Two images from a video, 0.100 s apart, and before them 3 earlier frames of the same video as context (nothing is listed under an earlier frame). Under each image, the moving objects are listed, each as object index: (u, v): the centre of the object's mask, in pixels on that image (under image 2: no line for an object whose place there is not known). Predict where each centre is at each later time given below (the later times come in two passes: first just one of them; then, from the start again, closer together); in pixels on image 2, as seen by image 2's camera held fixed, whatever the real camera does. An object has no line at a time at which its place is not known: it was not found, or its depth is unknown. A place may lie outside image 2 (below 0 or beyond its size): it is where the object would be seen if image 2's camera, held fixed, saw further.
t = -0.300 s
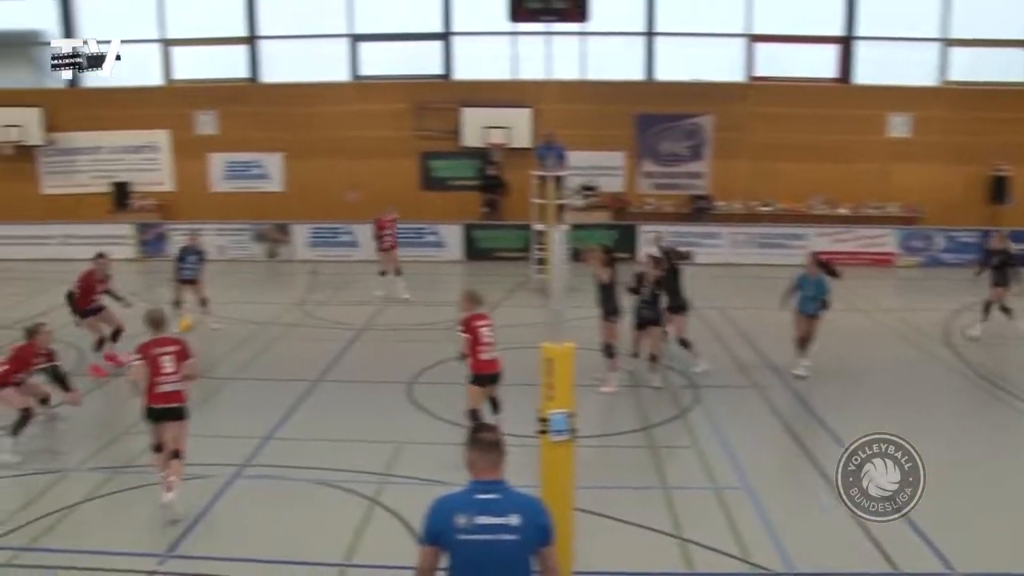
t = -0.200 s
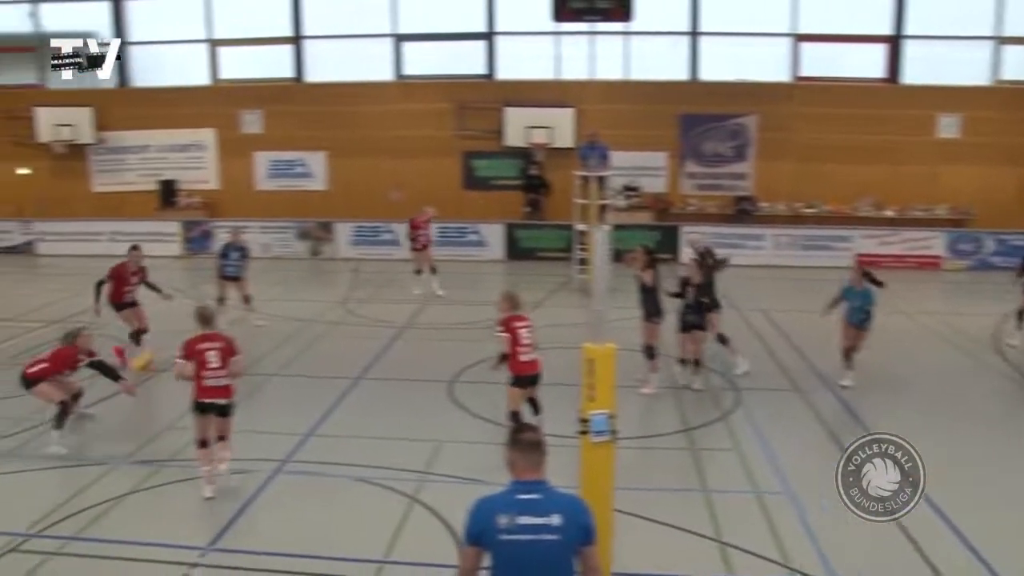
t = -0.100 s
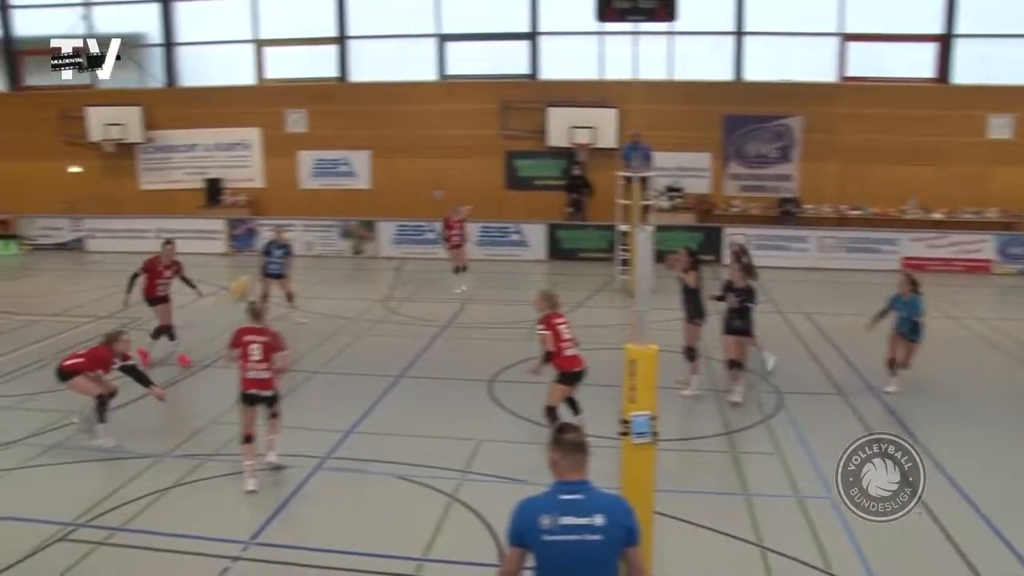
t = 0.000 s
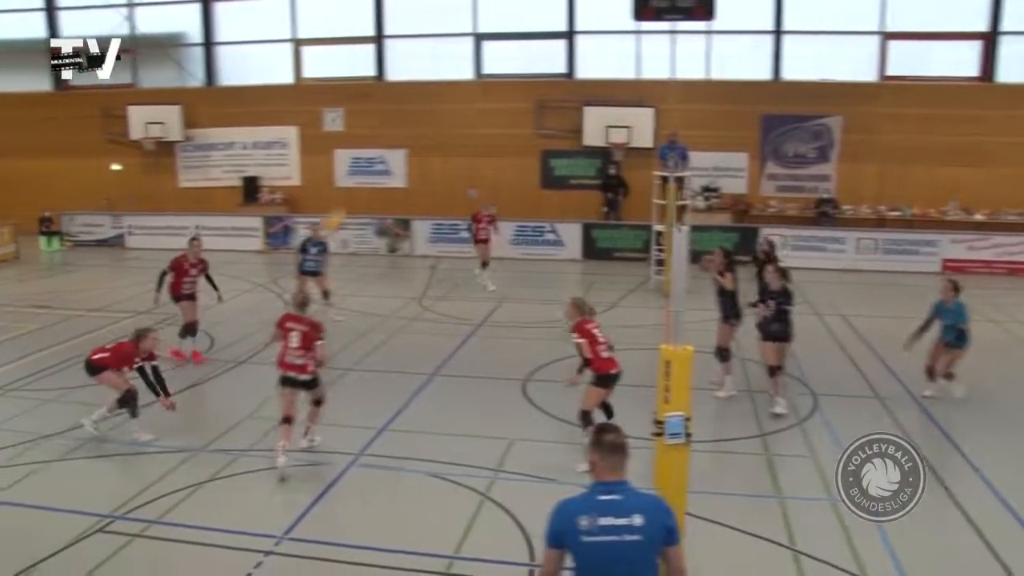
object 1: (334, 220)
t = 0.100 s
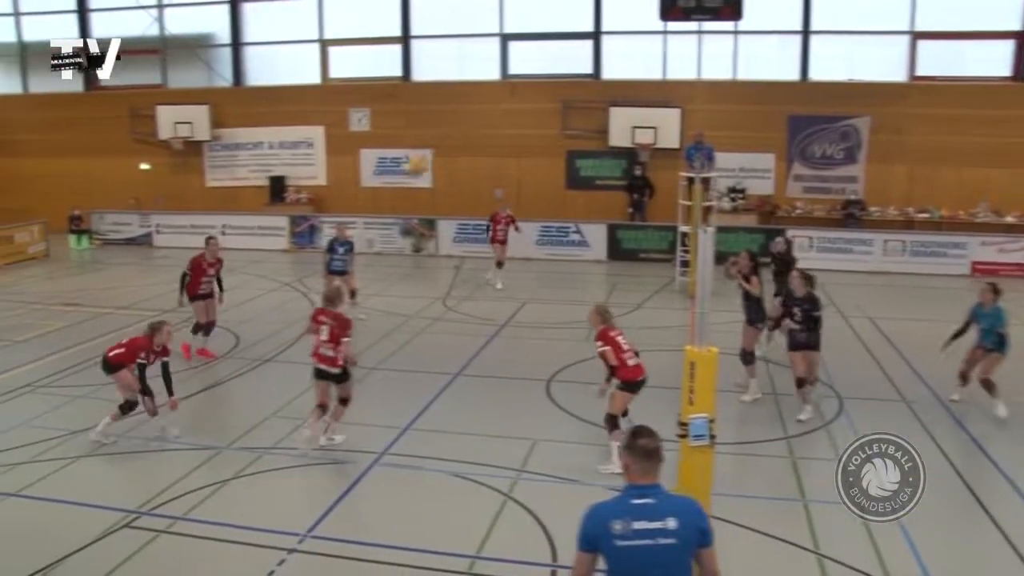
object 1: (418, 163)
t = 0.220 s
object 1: (497, 104)
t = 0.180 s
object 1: (467, 122)
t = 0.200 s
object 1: (483, 112)
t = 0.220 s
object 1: (497, 104)
